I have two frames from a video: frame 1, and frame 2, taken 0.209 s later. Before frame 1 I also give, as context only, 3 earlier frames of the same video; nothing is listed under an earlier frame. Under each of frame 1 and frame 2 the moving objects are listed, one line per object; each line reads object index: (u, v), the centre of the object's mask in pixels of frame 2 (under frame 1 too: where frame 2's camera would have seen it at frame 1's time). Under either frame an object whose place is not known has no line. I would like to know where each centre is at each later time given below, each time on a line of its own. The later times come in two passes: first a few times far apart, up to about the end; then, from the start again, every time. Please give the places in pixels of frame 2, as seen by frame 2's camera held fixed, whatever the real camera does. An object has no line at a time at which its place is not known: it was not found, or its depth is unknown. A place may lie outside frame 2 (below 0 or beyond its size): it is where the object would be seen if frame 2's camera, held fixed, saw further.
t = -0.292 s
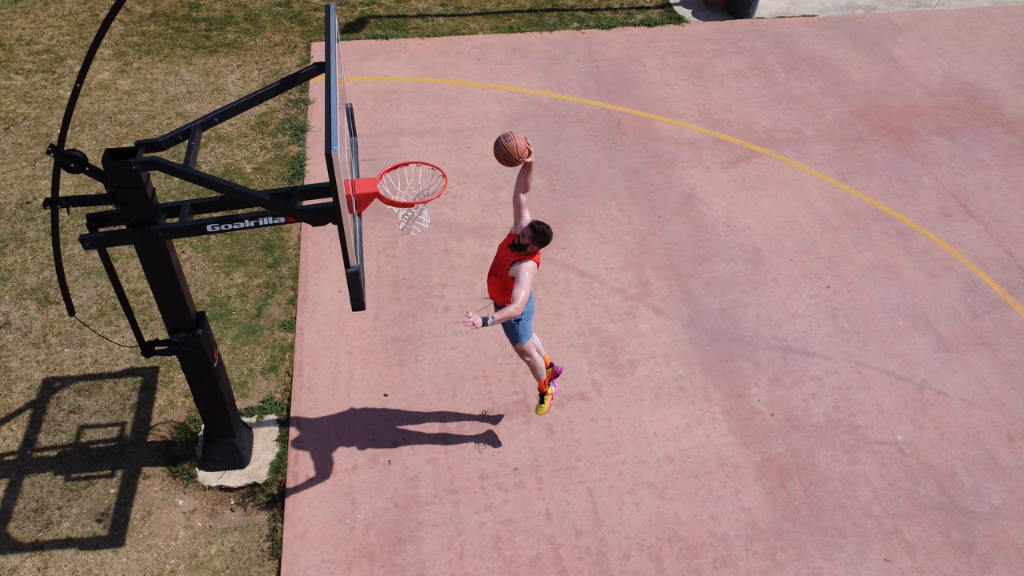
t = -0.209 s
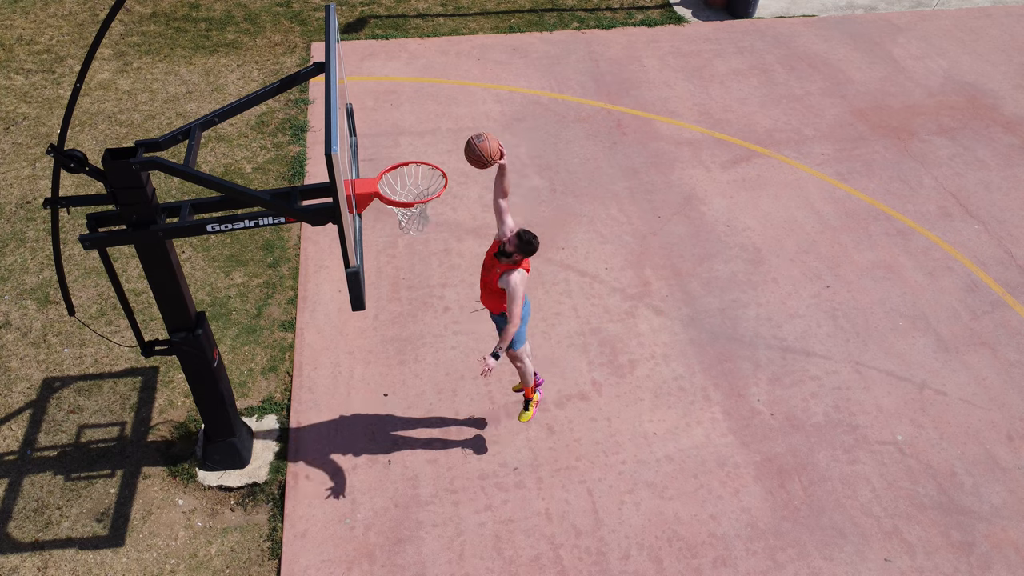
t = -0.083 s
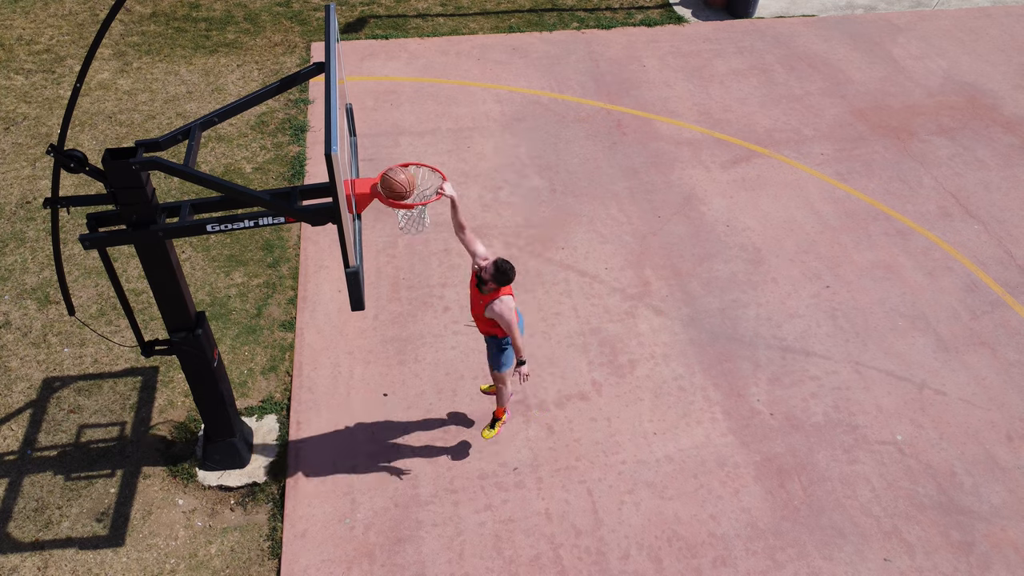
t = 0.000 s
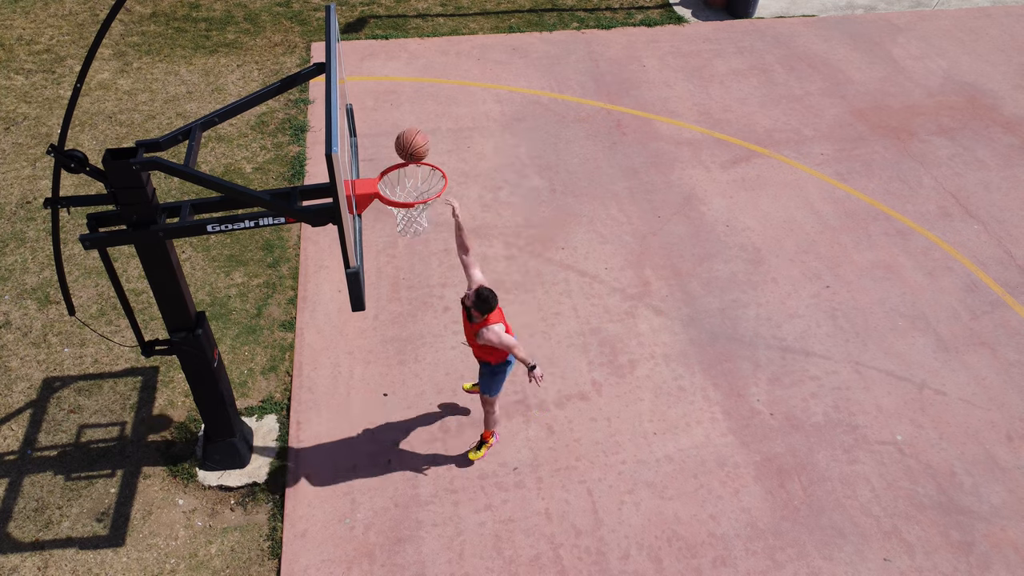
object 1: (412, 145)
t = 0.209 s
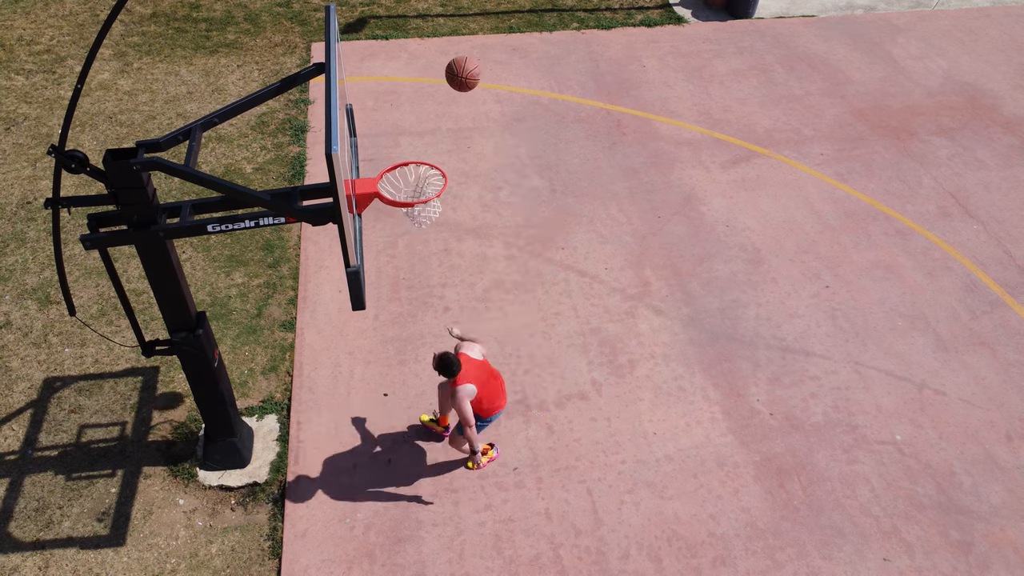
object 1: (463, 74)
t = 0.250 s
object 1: (473, 66)
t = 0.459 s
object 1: (521, 61)
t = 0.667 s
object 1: (562, 107)
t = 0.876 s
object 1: (591, 187)
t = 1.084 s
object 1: (610, 281)
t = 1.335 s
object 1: (640, 175)
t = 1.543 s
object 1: (663, 105)
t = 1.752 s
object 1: (681, 72)
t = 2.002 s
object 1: (693, 84)
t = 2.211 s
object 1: (693, 129)
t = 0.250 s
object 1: (473, 66)
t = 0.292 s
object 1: (482, 61)
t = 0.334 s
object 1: (492, 58)
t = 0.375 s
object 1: (502, 57)
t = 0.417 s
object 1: (512, 58)
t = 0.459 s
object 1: (521, 61)
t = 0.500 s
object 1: (530, 67)
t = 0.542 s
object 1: (539, 75)
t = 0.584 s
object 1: (547, 84)
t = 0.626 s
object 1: (555, 95)
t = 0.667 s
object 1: (562, 107)
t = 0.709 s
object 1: (569, 121)
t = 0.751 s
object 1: (575, 136)
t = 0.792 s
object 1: (582, 152)
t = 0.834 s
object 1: (587, 169)
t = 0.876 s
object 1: (591, 187)
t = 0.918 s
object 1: (596, 205)
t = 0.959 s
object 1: (600, 224)
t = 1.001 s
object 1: (604, 243)
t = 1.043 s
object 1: (607, 262)
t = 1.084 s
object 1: (610, 281)
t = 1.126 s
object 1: (614, 273)
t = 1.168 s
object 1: (619, 251)
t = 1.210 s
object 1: (625, 231)
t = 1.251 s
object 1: (630, 211)
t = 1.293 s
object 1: (635, 192)
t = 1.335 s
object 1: (640, 175)
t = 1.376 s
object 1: (645, 158)
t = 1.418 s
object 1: (650, 143)
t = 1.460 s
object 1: (654, 128)
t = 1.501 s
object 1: (659, 116)
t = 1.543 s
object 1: (663, 105)
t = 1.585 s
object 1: (668, 95)
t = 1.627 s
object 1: (672, 87)
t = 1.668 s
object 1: (675, 80)
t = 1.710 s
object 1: (678, 75)
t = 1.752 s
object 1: (681, 72)
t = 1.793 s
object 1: (684, 71)
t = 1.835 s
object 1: (686, 71)
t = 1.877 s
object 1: (688, 72)
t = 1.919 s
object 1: (690, 75)
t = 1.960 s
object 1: (691, 79)
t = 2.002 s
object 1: (693, 84)
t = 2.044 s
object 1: (694, 91)
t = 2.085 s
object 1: (694, 99)
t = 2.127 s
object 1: (694, 108)
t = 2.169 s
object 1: (694, 118)
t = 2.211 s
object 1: (693, 129)
